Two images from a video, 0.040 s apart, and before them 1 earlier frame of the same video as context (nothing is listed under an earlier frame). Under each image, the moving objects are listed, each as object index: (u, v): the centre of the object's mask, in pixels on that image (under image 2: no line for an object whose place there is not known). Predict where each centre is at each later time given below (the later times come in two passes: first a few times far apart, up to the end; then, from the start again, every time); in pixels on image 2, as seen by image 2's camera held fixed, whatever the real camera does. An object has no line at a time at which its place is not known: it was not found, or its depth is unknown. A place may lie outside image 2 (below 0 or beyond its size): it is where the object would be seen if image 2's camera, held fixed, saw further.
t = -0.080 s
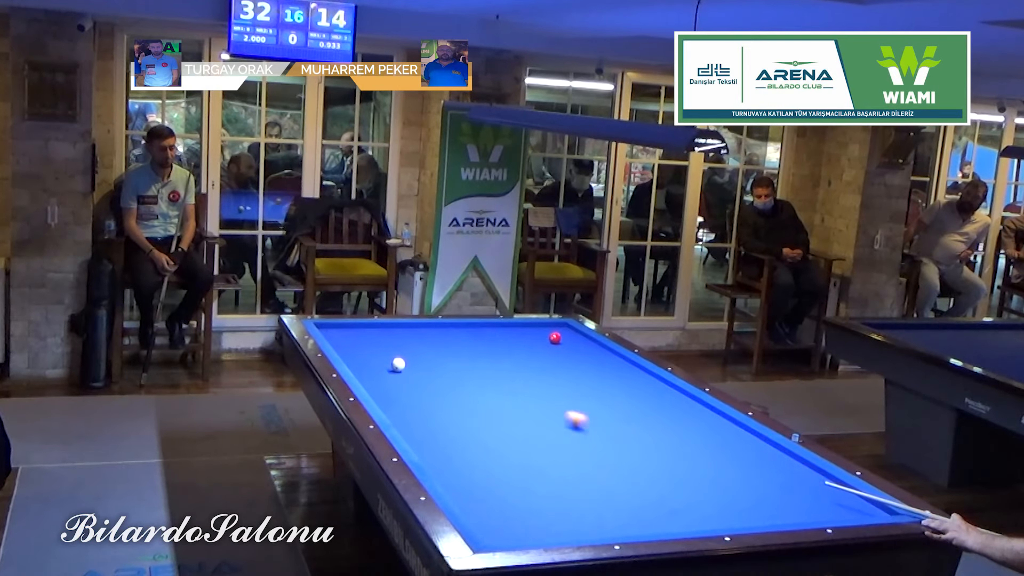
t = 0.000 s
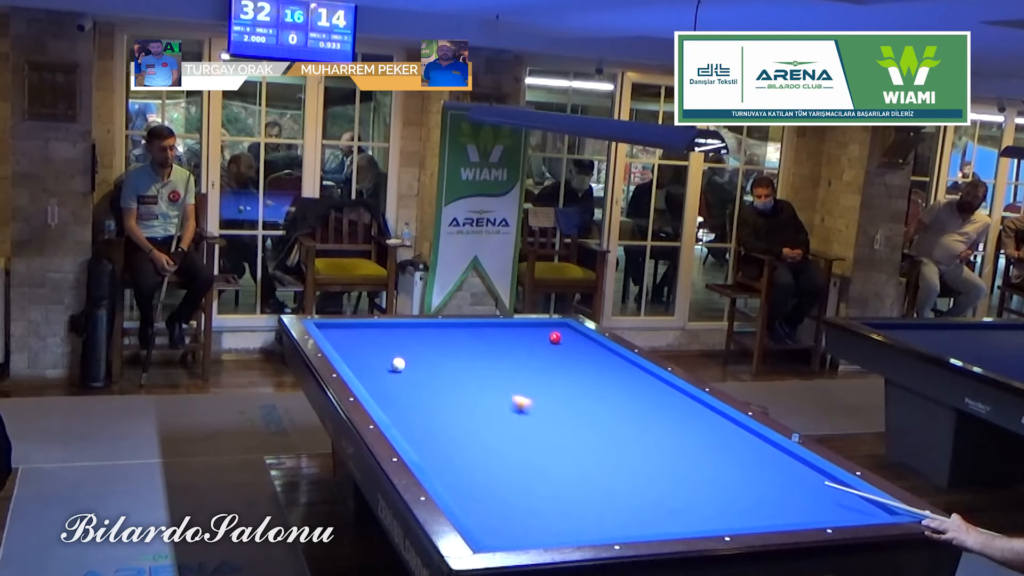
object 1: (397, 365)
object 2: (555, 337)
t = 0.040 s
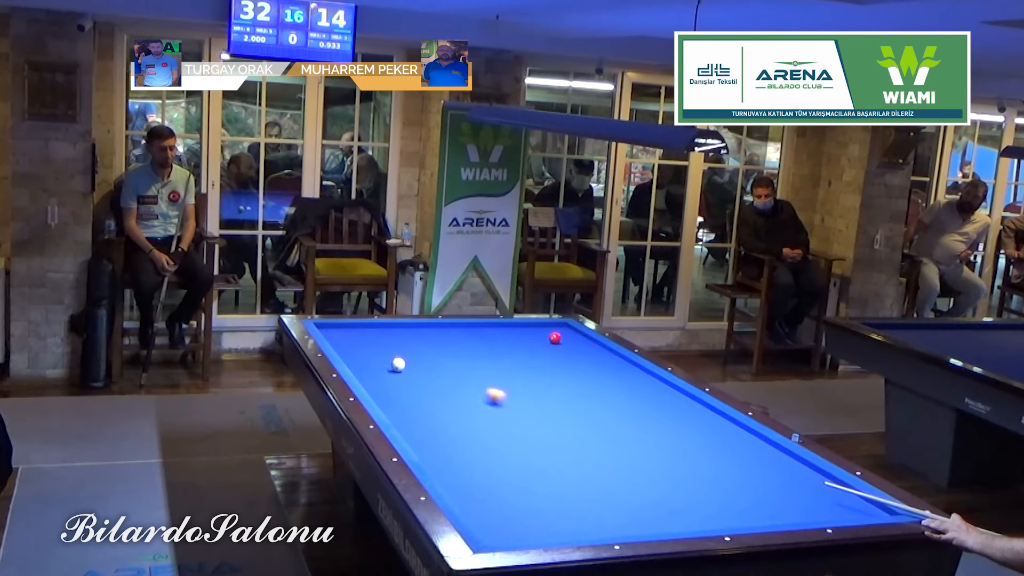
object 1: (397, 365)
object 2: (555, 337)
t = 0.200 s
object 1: (395, 364)
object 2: (555, 337)
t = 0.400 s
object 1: (381, 339)
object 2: (555, 337)
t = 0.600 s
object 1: (371, 326)
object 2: (555, 337)
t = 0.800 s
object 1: (383, 337)
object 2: (555, 337)
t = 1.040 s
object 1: (395, 350)
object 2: (555, 337)
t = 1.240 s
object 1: (405, 361)
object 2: (555, 337)
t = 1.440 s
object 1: (417, 374)
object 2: (555, 338)
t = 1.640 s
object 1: (429, 386)
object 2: (555, 338)
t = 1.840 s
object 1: (442, 400)
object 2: (554, 340)
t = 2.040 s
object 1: (457, 415)
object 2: (551, 344)
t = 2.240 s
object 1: (472, 431)
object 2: (548, 348)
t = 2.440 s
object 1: (489, 449)
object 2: (546, 352)
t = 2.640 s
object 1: (508, 468)
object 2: (543, 357)
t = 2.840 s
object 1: (527, 489)
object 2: (540, 362)
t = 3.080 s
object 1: (554, 517)
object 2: (536, 368)
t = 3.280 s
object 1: (570, 531)
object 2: (533, 373)
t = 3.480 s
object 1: (554, 518)
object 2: (530, 377)
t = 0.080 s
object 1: (397, 365)
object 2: (555, 337)
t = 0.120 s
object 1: (397, 365)
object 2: (555, 337)
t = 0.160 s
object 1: (397, 365)
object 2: (555, 337)
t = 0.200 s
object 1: (395, 364)
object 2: (555, 337)
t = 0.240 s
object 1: (395, 358)
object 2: (555, 337)
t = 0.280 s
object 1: (390, 353)
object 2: (555, 337)
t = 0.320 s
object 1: (386, 348)
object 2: (555, 337)
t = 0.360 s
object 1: (384, 344)
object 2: (555, 337)
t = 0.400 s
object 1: (381, 339)
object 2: (555, 337)
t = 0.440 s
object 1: (377, 335)
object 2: (555, 337)
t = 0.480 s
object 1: (375, 332)
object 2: (555, 337)
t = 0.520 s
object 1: (373, 328)
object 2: (555, 337)
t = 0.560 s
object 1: (370, 325)
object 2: (555, 337)
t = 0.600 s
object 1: (371, 326)
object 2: (555, 337)
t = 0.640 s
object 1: (373, 328)
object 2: (555, 337)
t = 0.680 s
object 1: (376, 331)
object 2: (555, 337)
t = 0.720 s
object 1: (378, 333)
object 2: (555, 337)
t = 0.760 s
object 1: (380, 336)
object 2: (555, 337)
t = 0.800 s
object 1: (383, 337)
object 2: (555, 337)
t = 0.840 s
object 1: (385, 340)
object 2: (555, 337)
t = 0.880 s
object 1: (387, 342)
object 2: (555, 337)
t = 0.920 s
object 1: (389, 344)
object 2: (555, 337)
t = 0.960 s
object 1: (391, 346)
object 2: (555, 337)
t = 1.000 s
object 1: (393, 348)
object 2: (555, 337)
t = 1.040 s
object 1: (395, 350)
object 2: (555, 337)
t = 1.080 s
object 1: (397, 352)
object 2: (555, 337)
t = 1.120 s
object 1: (399, 355)
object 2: (555, 337)
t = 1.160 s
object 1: (401, 357)
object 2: (555, 337)
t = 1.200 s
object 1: (403, 359)
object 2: (555, 337)
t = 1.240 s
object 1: (405, 361)
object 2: (555, 337)
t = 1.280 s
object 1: (407, 363)
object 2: (555, 337)
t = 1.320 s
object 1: (410, 366)
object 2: (555, 337)
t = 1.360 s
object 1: (412, 369)
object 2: (555, 337)
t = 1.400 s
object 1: (415, 371)
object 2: (555, 338)
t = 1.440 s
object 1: (417, 374)
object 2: (555, 338)
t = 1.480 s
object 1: (419, 376)
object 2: (555, 338)
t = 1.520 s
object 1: (422, 379)
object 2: (555, 337)
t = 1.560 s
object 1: (424, 381)
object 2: (555, 337)
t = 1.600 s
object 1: (427, 384)
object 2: (555, 338)
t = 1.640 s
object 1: (429, 386)
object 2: (555, 338)
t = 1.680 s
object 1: (432, 390)
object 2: (554, 338)
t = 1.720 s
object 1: (434, 392)
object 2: (554, 338)
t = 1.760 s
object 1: (437, 395)
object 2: (554, 338)
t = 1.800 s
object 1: (440, 397)
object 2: (555, 339)
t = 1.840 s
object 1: (442, 400)
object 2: (554, 340)
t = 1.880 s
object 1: (445, 403)
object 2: (553, 341)
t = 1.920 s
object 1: (448, 406)
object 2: (553, 342)
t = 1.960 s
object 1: (451, 409)
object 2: (552, 343)
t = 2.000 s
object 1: (454, 412)
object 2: (551, 344)
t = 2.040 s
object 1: (457, 415)
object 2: (551, 344)
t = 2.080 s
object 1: (460, 419)
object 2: (550, 345)
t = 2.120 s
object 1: (463, 422)
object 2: (550, 346)
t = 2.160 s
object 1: (466, 425)
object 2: (549, 347)
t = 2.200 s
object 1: (469, 428)
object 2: (549, 348)
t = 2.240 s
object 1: (472, 431)
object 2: (548, 348)
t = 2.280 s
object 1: (475, 435)
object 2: (548, 349)
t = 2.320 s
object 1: (479, 439)
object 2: (548, 350)
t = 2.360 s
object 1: (482, 442)
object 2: (547, 351)
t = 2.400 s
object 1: (486, 446)
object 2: (546, 352)
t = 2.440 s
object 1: (489, 449)
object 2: (546, 352)
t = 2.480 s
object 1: (493, 453)
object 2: (545, 353)
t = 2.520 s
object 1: (496, 457)
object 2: (545, 354)
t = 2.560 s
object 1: (500, 460)
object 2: (544, 355)
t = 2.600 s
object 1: (504, 464)
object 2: (543, 355)
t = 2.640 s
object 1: (508, 468)
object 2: (543, 357)
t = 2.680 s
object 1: (511, 472)
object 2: (542, 358)
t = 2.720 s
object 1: (515, 476)
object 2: (542, 359)
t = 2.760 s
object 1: (519, 480)
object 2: (541, 360)
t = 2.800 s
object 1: (523, 485)
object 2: (540, 361)
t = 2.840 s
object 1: (527, 489)
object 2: (540, 362)
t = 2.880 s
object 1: (532, 494)
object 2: (539, 363)
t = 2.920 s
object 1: (536, 498)
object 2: (539, 363)
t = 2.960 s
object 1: (540, 502)
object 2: (538, 364)
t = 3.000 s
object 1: (545, 508)
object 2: (537, 366)
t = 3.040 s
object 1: (549, 512)
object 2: (537, 366)
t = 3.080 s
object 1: (554, 517)
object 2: (536, 368)
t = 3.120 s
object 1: (558, 522)
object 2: (536, 368)
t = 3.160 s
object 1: (563, 527)
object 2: (535, 369)
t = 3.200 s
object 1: (568, 530)
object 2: (534, 370)
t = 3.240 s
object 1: (573, 533)
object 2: (534, 371)
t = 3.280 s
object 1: (570, 531)
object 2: (533, 373)
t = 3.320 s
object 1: (566, 529)
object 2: (533, 373)
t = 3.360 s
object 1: (563, 527)
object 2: (532, 374)
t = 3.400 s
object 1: (560, 523)
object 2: (531, 375)
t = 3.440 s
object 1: (557, 521)
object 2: (531, 376)
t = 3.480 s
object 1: (554, 518)
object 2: (530, 377)
